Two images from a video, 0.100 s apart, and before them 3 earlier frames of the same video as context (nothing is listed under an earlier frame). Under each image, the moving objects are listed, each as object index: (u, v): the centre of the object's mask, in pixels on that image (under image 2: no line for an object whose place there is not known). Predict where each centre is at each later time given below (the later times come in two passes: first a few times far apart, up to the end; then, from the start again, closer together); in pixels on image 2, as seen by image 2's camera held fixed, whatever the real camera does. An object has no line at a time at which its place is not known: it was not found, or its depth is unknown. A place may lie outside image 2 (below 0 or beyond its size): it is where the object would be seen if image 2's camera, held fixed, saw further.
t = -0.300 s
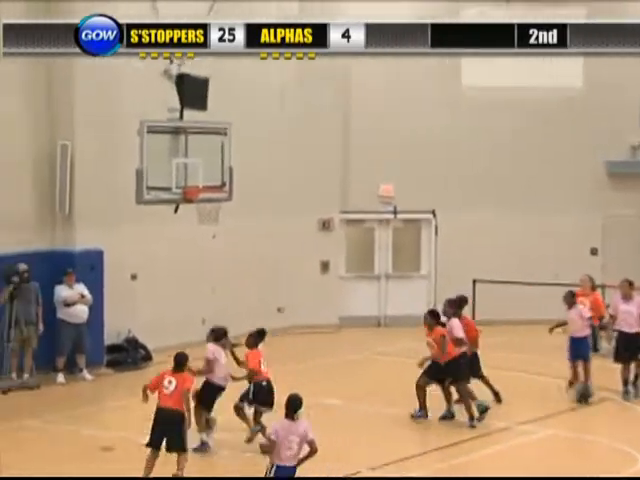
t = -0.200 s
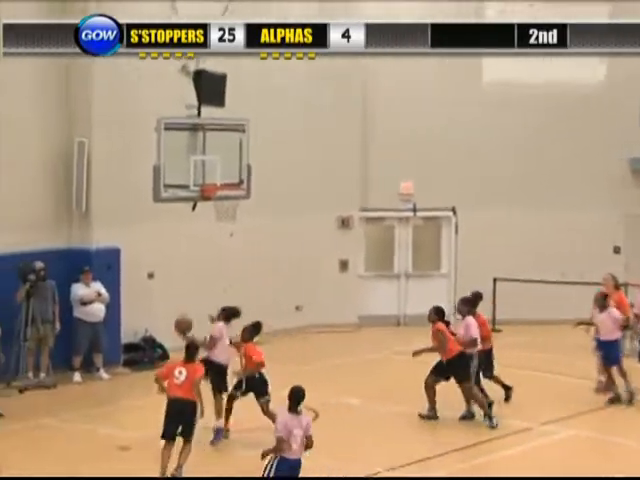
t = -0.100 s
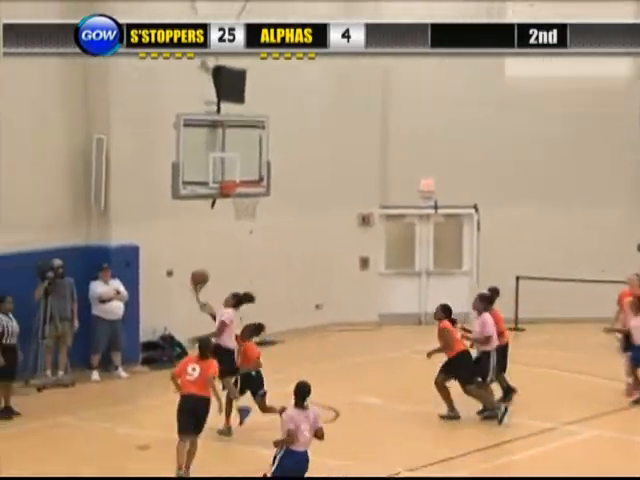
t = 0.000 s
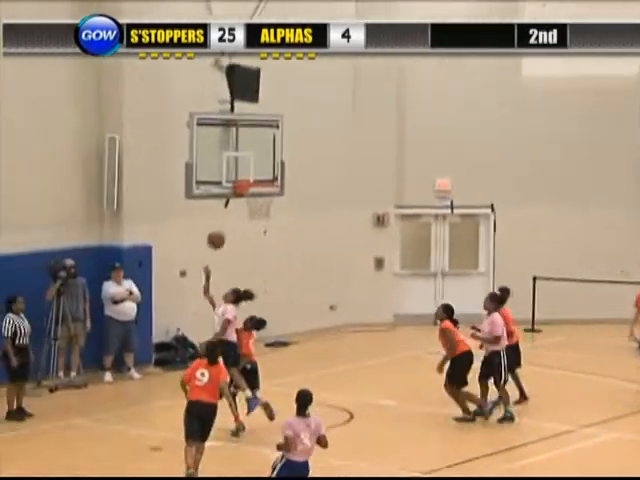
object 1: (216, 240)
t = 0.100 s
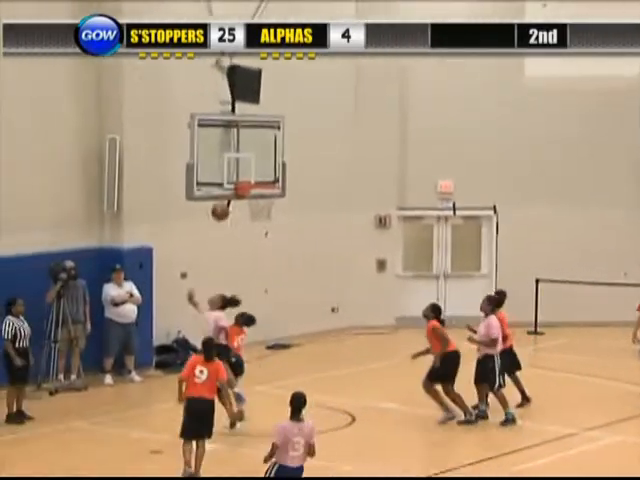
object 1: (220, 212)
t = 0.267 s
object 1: (224, 180)
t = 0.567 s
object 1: (251, 174)
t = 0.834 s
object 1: (276, 203)
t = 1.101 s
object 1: (271, 236)
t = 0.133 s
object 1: (221, 204)
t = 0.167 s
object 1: (222, 197)
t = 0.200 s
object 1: (222, 190)
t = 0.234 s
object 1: (223, 185)
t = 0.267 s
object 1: (224, 180)
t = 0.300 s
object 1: (225, 176)
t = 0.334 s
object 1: (226, 174)
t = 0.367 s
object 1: (227, 172)
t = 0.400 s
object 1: (227, 171)
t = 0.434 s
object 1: (232, 169)
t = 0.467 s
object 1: (237, 169)
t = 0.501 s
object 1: (242, 170)
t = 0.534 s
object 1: (246, 172)
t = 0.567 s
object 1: (251, 174)
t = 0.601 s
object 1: (255, 177)
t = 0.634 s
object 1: (261, 179)
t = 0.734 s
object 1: (273, 198)
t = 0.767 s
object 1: (275, 200)
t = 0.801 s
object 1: (276, 203)
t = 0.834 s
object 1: (276, 203)
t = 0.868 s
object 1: (276, 205)
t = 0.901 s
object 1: (275, 207)
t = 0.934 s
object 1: (275, 209)
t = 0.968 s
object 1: (274, 213)
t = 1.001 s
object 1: (274, 217)
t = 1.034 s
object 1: (273, 223)
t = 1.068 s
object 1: (272, 230)
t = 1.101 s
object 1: (271, 236)
